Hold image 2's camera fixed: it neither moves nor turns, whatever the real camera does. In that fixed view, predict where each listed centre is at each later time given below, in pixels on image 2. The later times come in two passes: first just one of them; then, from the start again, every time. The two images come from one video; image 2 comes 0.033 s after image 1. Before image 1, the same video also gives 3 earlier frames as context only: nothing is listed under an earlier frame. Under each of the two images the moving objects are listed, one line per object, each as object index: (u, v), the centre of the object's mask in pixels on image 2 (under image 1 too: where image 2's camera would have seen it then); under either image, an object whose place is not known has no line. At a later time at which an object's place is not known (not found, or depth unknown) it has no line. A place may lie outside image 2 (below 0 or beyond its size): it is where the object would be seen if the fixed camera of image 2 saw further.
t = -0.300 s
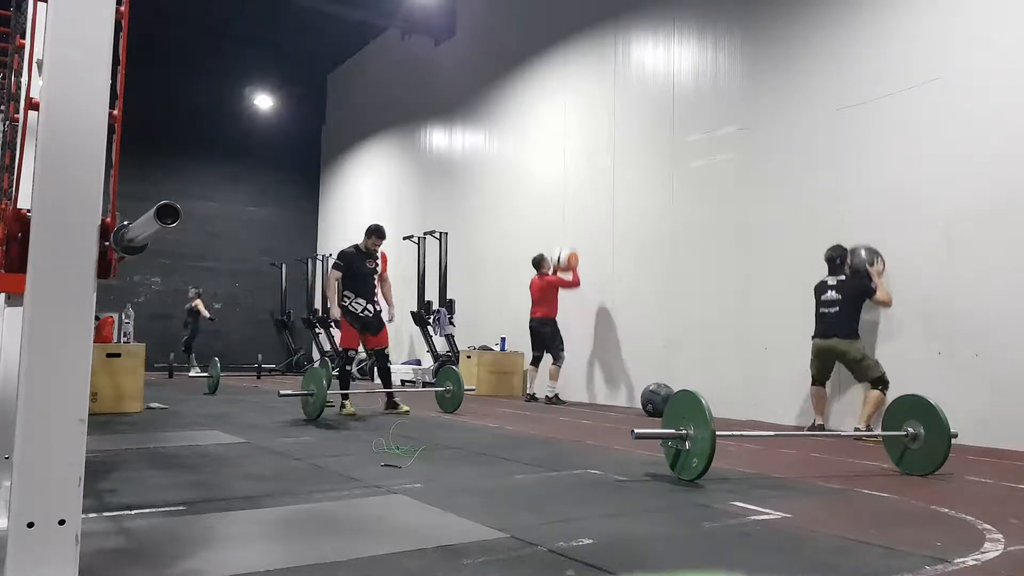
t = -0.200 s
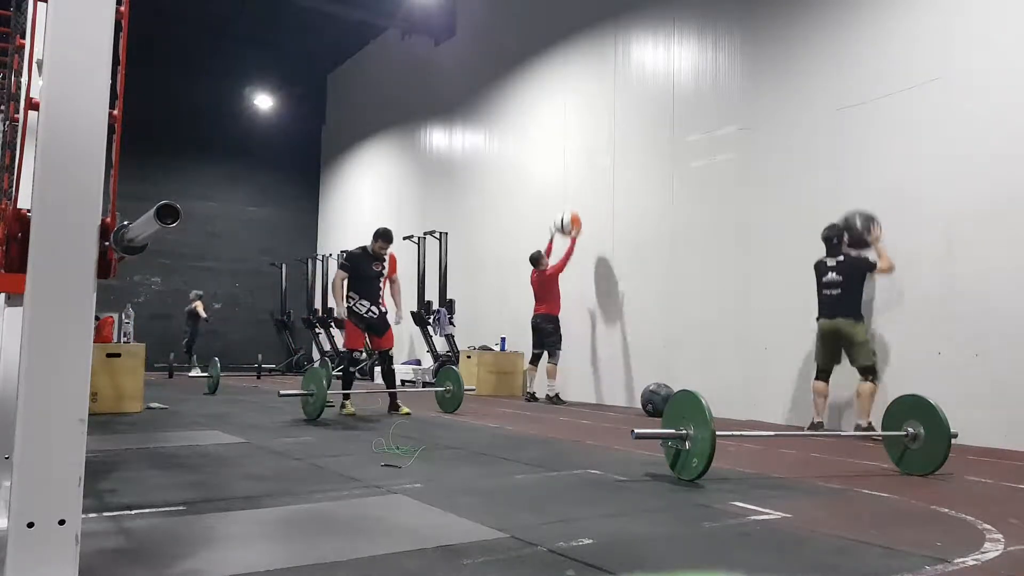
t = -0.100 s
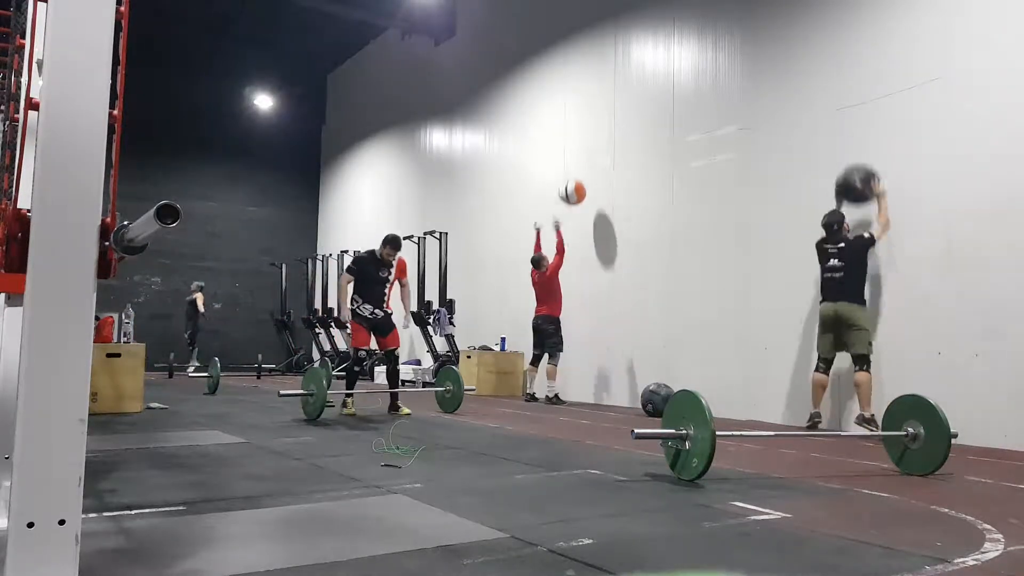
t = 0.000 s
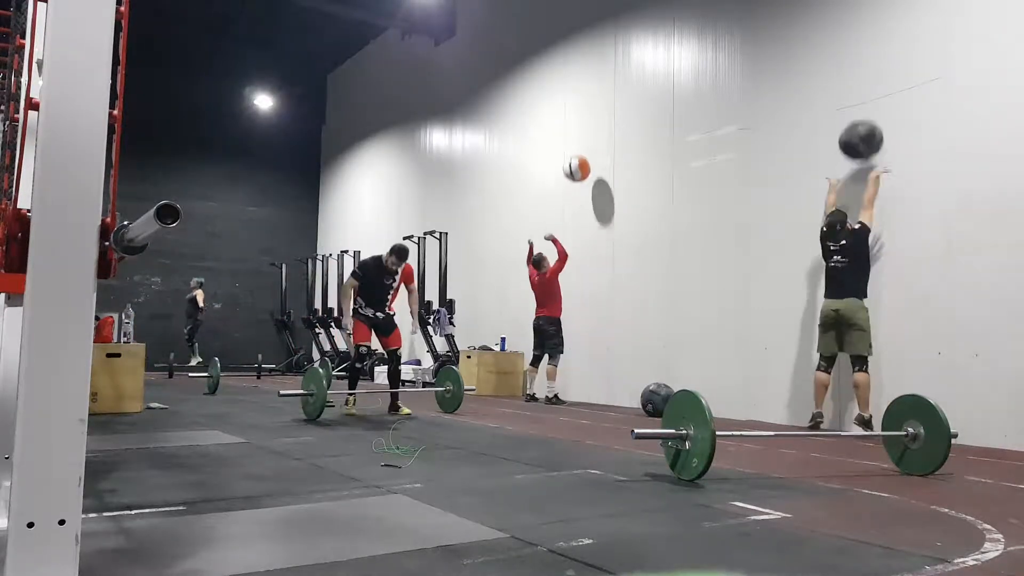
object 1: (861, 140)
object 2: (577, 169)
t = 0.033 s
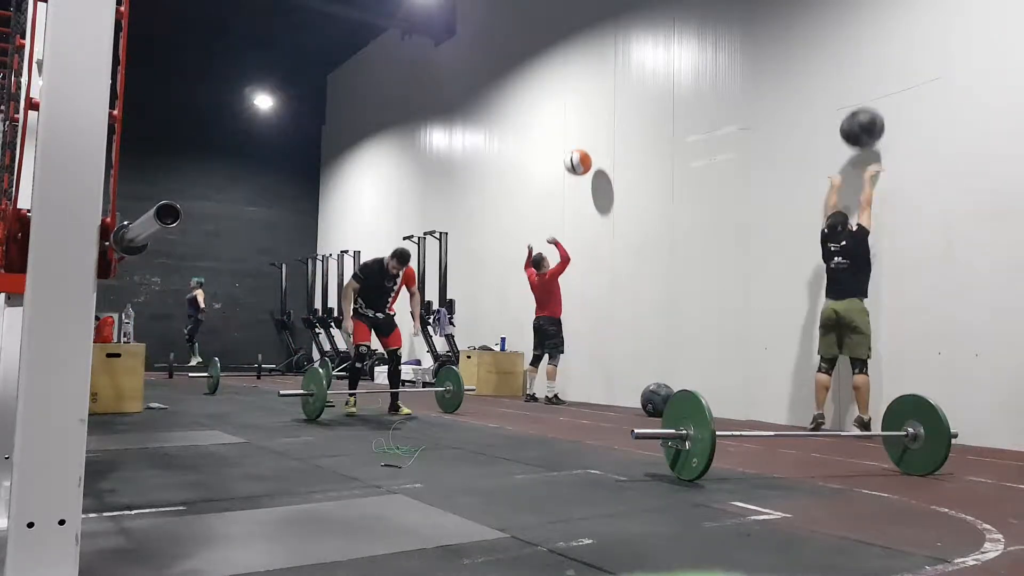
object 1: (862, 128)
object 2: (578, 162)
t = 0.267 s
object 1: (871, 73)
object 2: (585, 143)
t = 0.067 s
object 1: (864, 117)
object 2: (579, 157)
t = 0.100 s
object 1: (865, 106)
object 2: (581, 153)
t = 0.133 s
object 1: (866, 97)
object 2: (582, 149)
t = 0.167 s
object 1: (867, 89)
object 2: (584, 146)
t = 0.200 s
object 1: (868, 83)
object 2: (585, 144)
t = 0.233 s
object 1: (870, 78)
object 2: (585, 143)
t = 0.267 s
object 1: (871, 73)
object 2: (585, 143)
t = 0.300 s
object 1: (873, 71)
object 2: (584, 143)
